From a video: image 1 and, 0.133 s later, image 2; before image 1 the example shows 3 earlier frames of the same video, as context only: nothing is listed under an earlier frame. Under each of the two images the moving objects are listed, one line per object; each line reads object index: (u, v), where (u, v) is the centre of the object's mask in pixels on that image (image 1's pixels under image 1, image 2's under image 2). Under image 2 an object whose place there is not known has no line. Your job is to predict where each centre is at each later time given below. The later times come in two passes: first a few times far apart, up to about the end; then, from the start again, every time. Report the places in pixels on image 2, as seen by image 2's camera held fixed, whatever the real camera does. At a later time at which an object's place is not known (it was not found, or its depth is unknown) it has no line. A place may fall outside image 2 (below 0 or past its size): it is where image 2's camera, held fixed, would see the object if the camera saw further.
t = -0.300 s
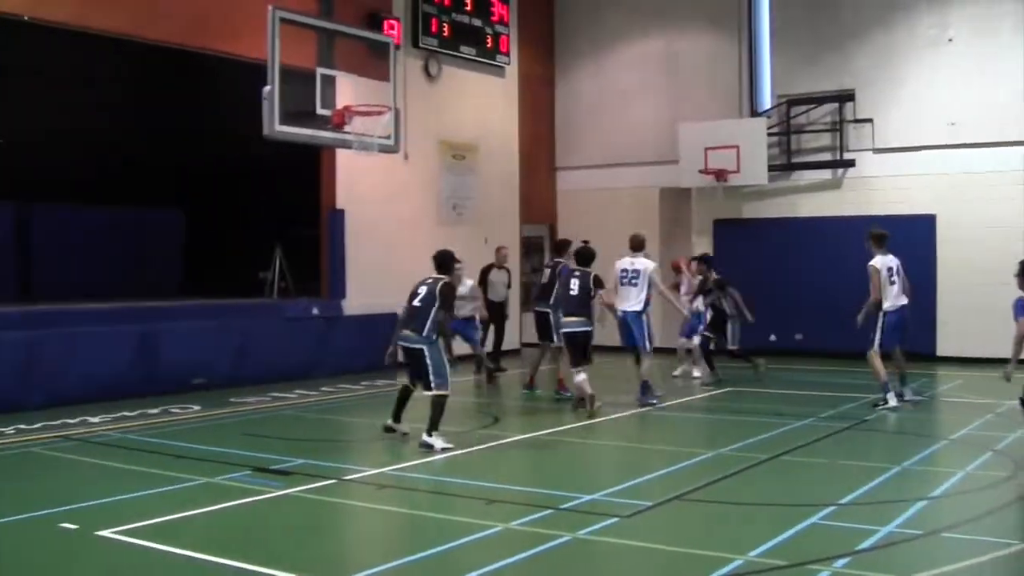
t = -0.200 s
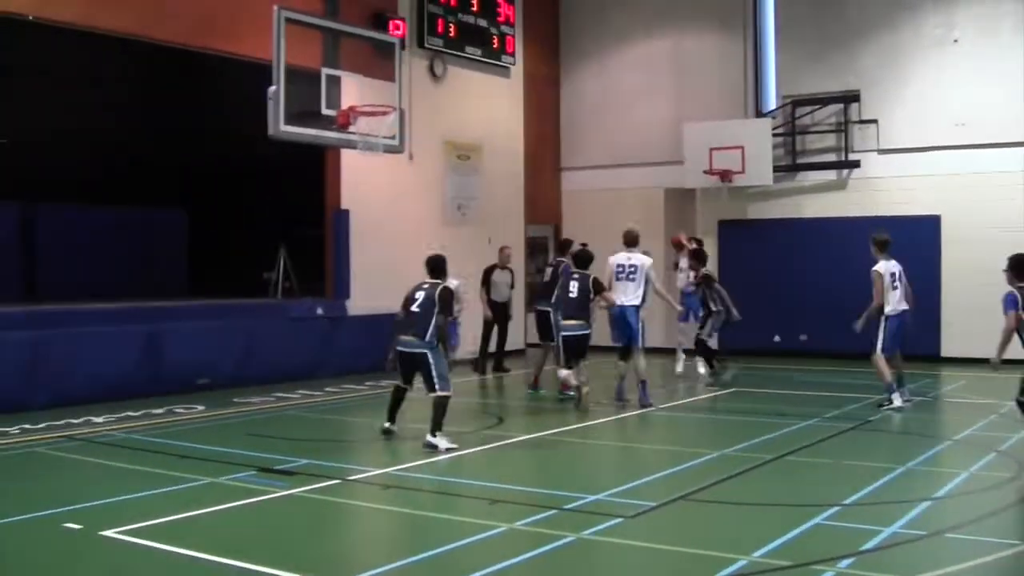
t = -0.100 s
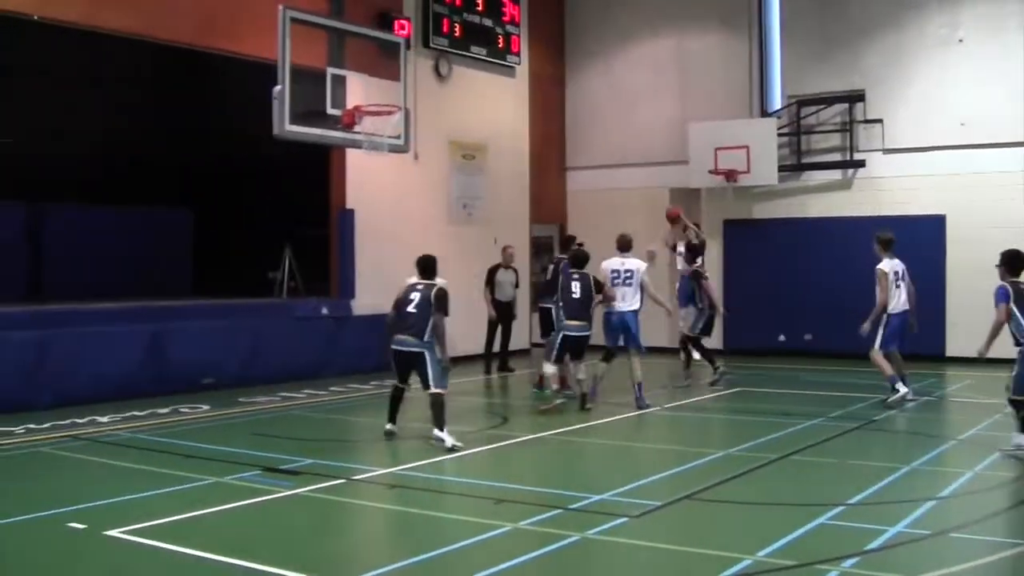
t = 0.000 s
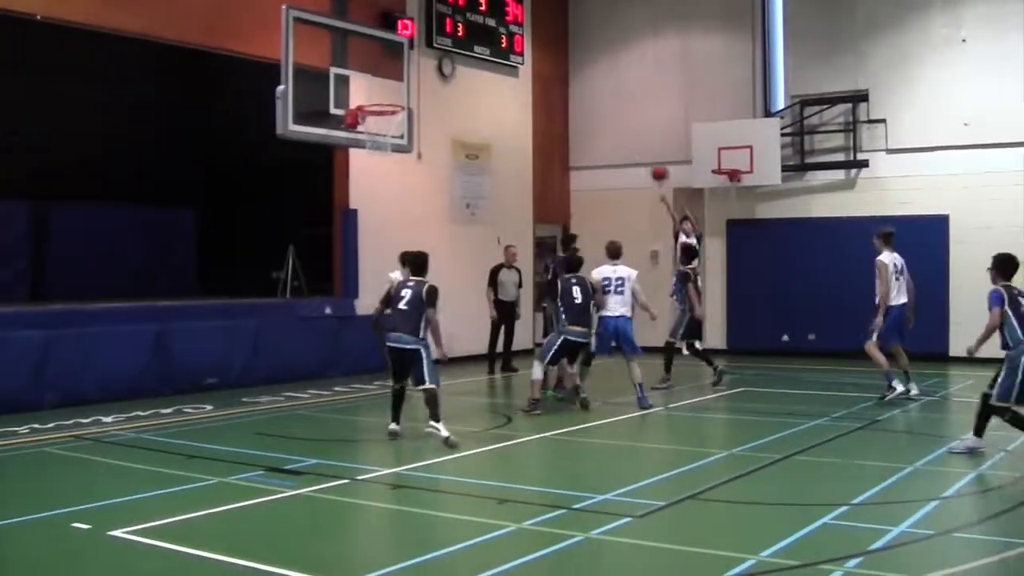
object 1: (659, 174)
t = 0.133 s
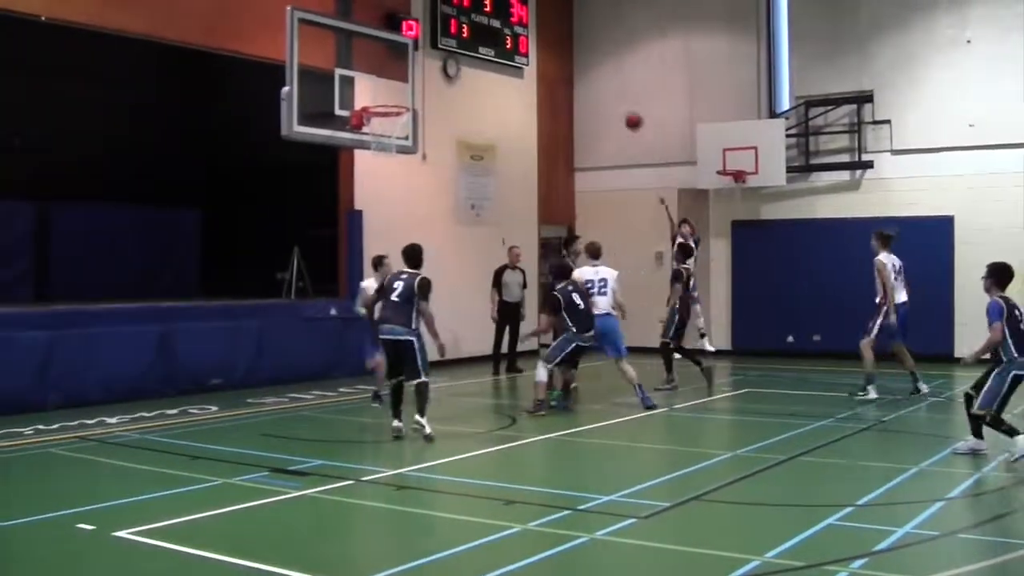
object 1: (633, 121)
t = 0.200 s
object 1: (618, 99)
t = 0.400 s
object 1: (566, 43)
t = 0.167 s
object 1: (626, 110)
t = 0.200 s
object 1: (618, 99)
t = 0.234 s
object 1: (609, 88)
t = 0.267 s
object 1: (602, 79)
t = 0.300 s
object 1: (592, 70)
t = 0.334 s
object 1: (584, 62)
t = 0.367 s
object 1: (577, 53)
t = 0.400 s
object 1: (566, 43)
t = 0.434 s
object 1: (559, 39)
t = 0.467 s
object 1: (549, 34)
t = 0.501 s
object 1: (538, 32)
